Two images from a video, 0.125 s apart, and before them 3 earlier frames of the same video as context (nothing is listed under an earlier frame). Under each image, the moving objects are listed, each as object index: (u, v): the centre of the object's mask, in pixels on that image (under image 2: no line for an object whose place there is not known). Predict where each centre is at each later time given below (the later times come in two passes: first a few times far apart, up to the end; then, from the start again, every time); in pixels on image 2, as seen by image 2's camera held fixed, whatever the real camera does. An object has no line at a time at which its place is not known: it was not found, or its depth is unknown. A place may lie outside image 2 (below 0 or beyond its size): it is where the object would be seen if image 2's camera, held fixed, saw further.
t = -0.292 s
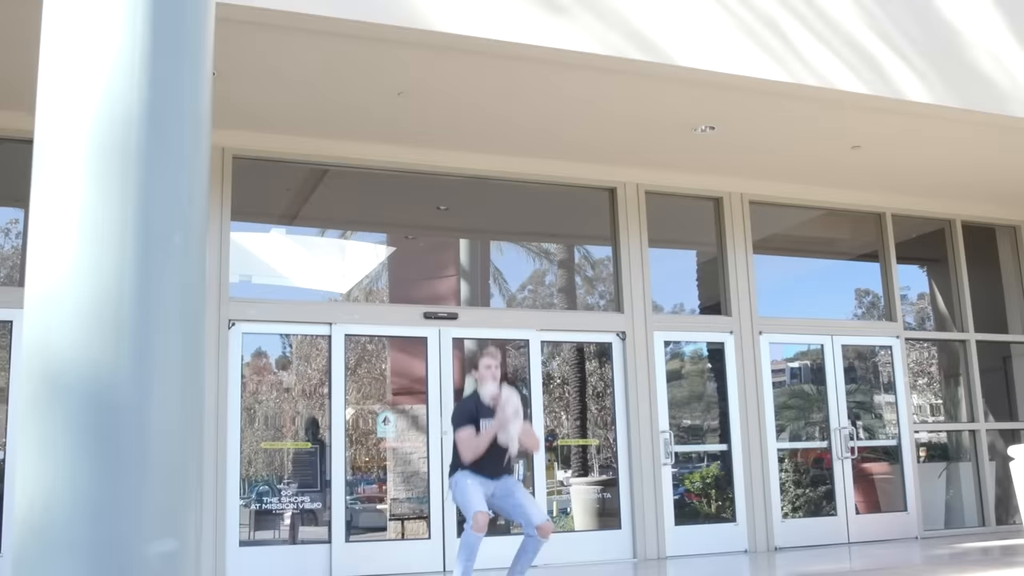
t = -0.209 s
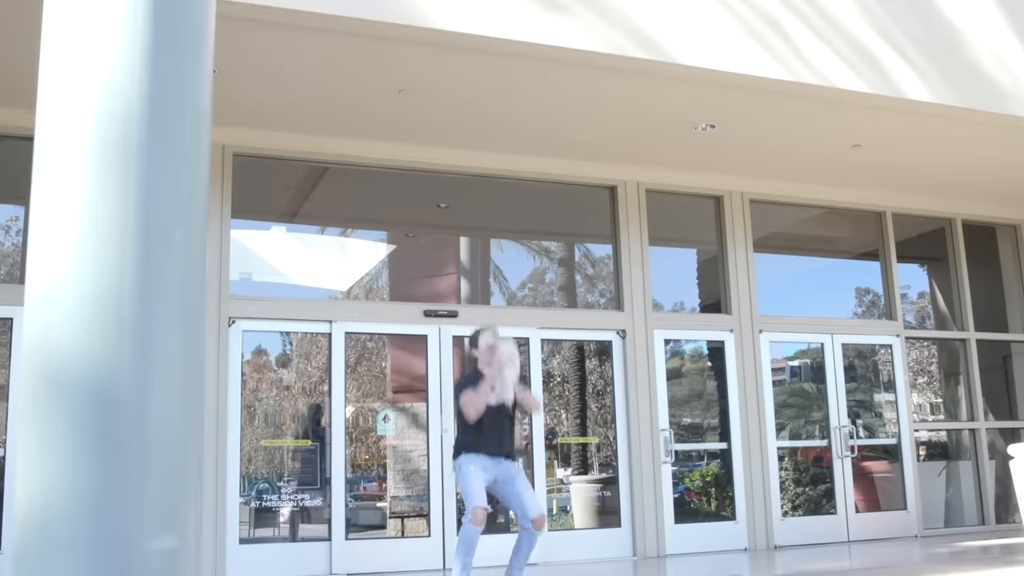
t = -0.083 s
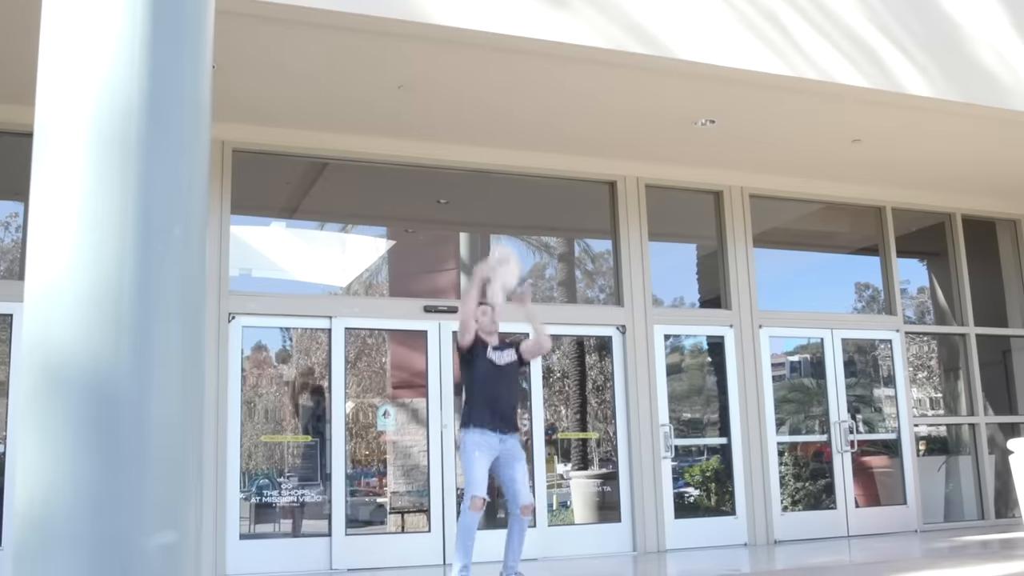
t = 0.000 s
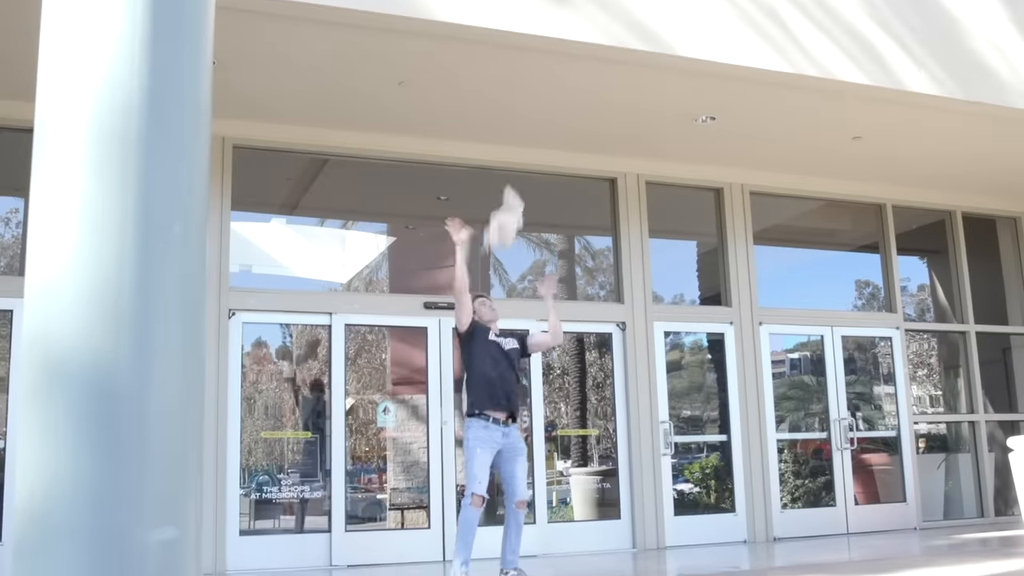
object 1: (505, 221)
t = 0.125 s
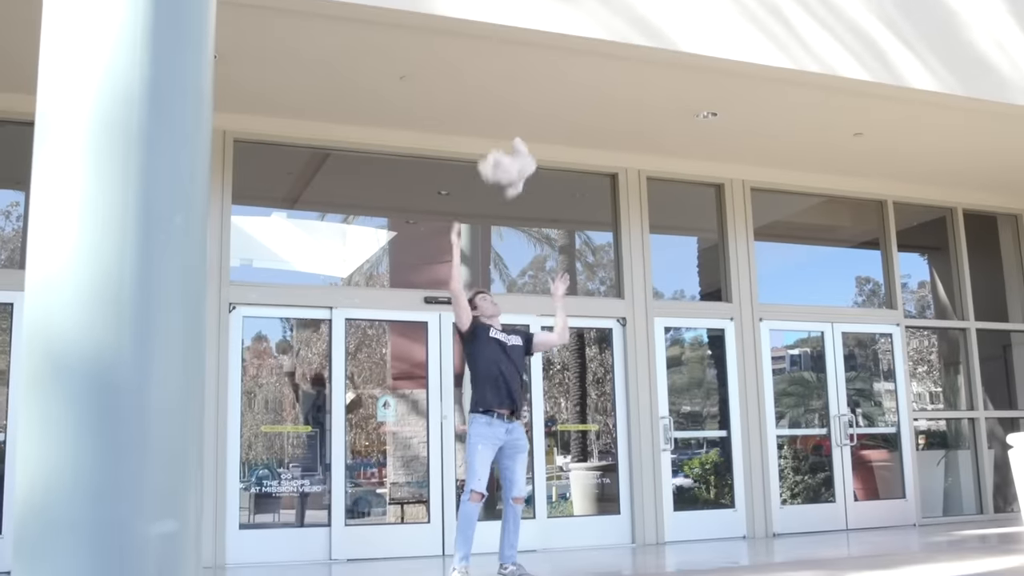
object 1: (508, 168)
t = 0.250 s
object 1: (514, 143)
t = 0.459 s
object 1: (525, 159)
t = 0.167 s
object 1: (510, 157)
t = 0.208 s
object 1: (512, 149)
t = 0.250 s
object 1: (514, 143)
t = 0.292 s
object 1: (516, 141)
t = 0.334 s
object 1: (518, 141)
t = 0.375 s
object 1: (520, 144)
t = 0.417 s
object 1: (522, 150)
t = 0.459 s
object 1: (525, 159)
